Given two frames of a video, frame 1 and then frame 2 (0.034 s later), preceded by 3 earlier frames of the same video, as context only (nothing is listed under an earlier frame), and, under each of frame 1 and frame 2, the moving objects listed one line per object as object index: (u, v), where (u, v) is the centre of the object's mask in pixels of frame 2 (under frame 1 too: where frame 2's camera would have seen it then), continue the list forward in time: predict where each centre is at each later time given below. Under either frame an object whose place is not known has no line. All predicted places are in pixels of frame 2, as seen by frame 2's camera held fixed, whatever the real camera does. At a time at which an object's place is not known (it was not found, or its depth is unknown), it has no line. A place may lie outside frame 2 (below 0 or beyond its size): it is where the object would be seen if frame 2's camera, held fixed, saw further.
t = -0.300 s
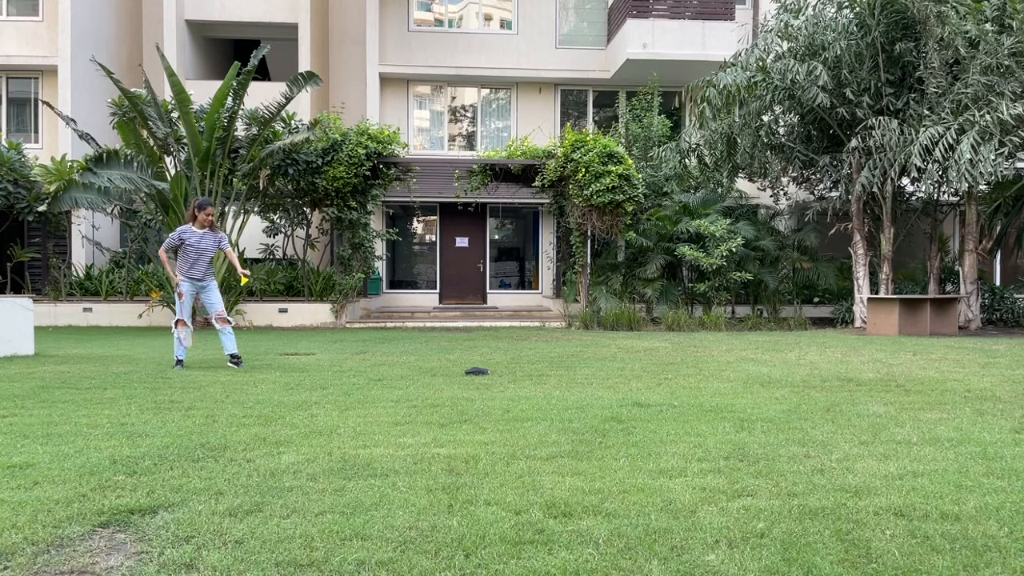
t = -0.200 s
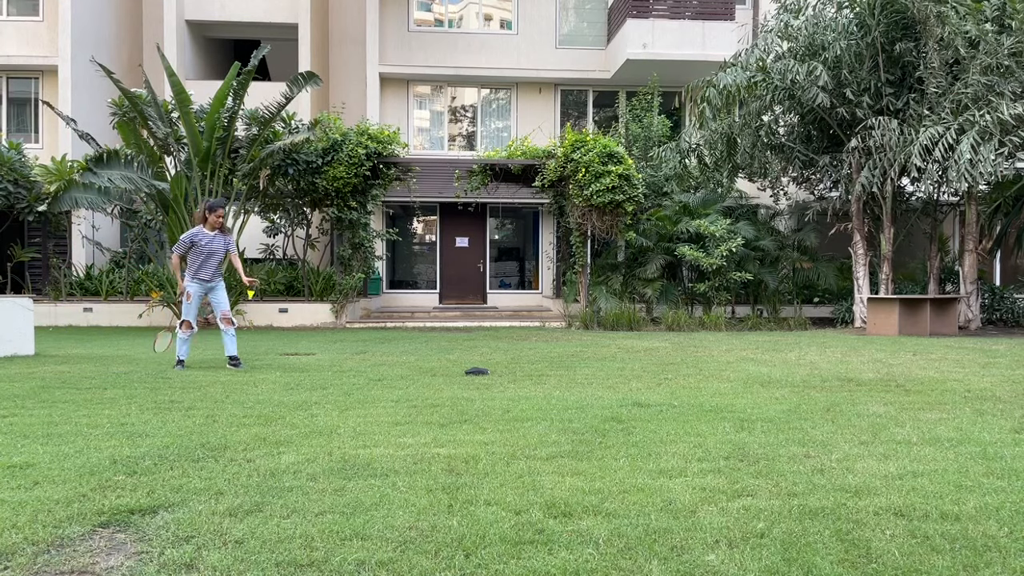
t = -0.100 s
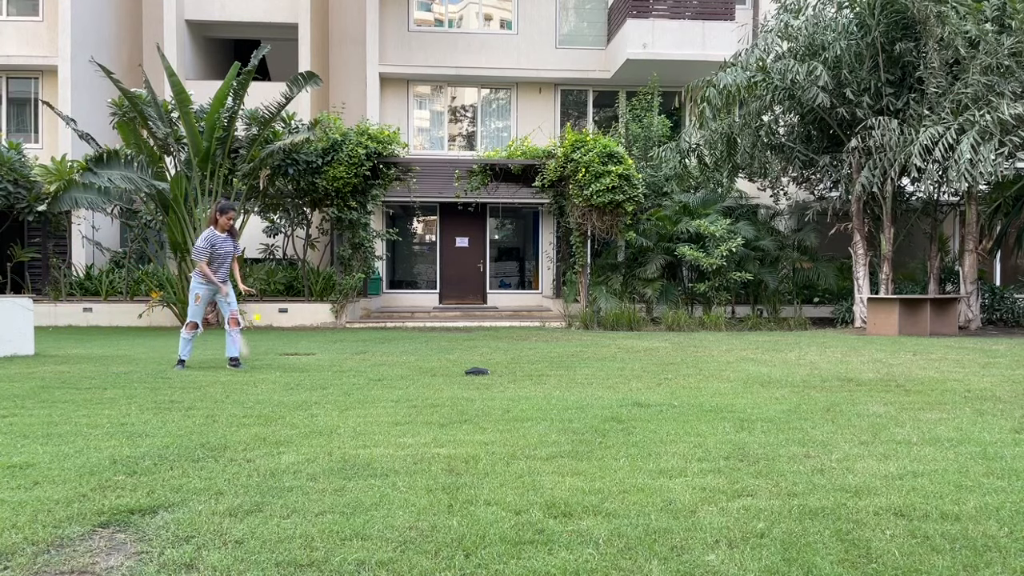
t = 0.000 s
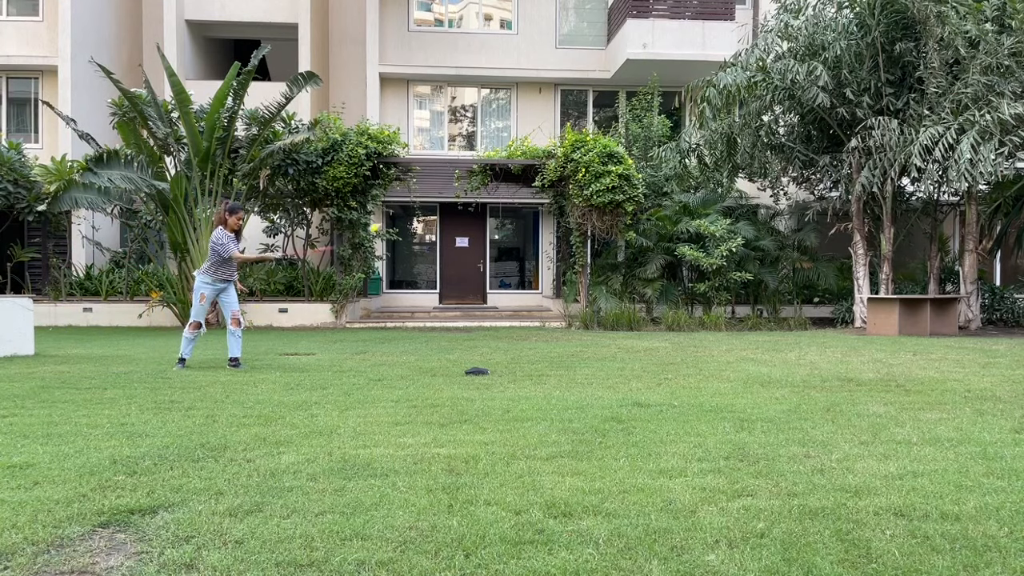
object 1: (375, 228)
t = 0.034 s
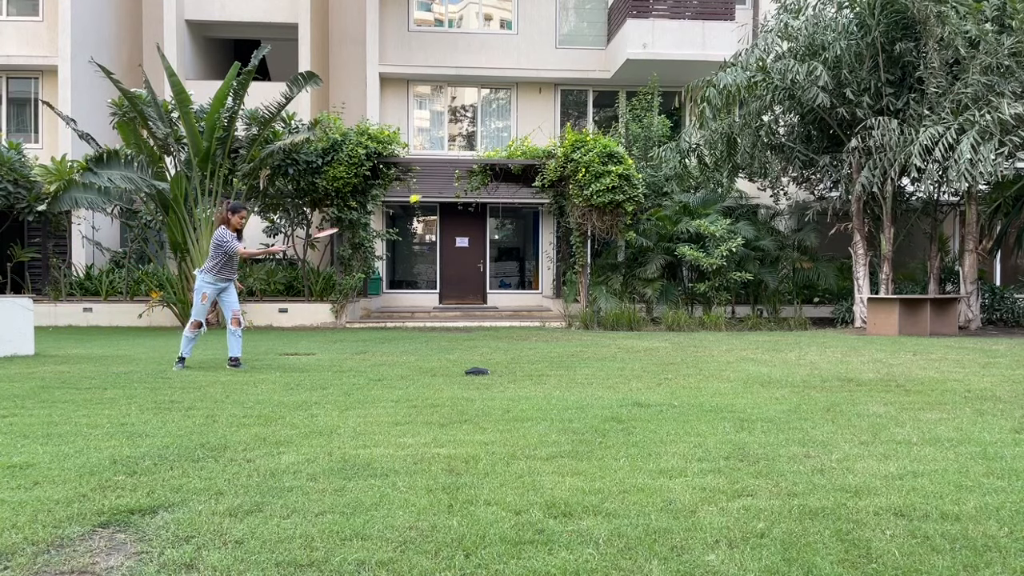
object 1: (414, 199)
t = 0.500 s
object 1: (786, 45)
